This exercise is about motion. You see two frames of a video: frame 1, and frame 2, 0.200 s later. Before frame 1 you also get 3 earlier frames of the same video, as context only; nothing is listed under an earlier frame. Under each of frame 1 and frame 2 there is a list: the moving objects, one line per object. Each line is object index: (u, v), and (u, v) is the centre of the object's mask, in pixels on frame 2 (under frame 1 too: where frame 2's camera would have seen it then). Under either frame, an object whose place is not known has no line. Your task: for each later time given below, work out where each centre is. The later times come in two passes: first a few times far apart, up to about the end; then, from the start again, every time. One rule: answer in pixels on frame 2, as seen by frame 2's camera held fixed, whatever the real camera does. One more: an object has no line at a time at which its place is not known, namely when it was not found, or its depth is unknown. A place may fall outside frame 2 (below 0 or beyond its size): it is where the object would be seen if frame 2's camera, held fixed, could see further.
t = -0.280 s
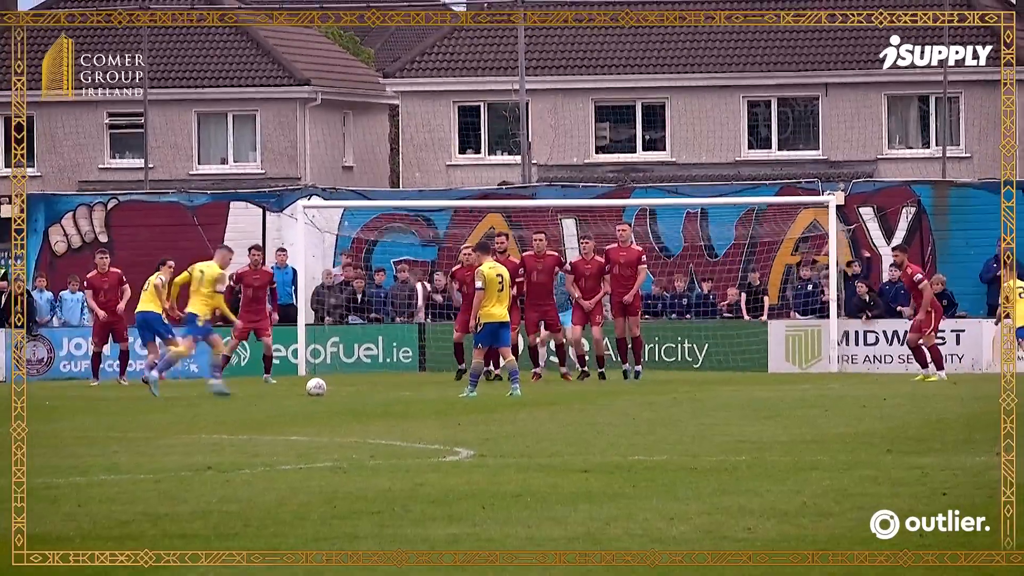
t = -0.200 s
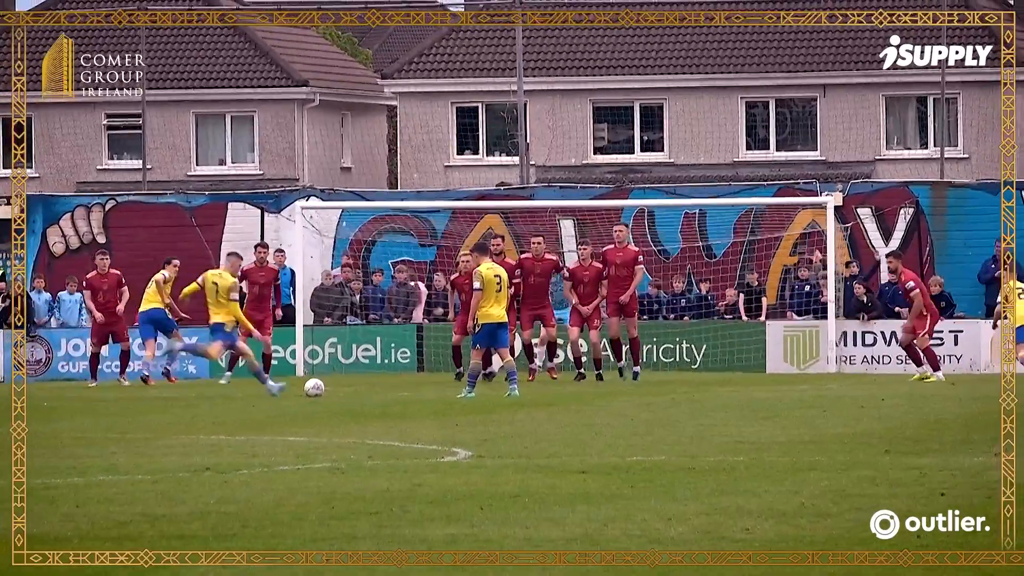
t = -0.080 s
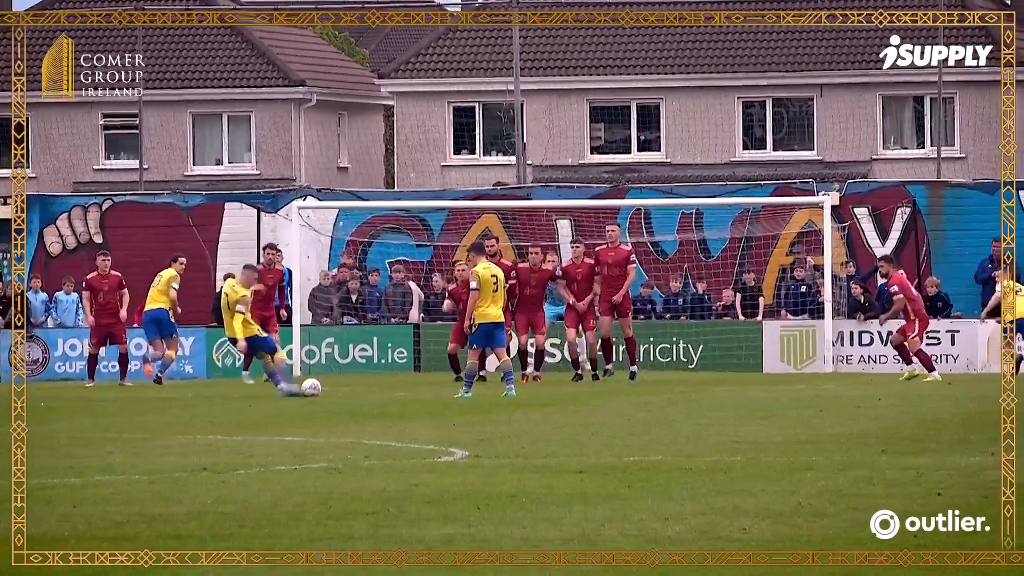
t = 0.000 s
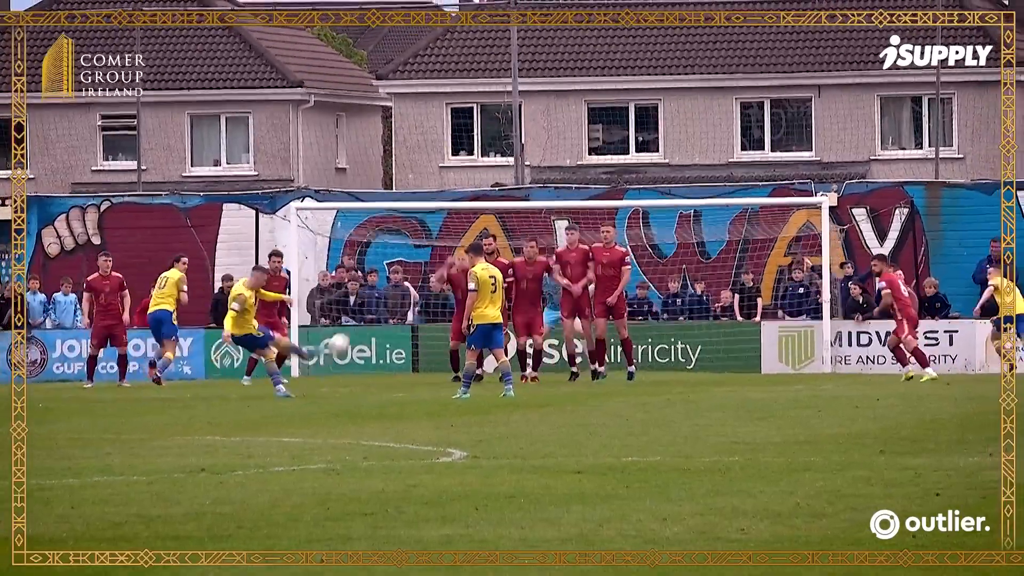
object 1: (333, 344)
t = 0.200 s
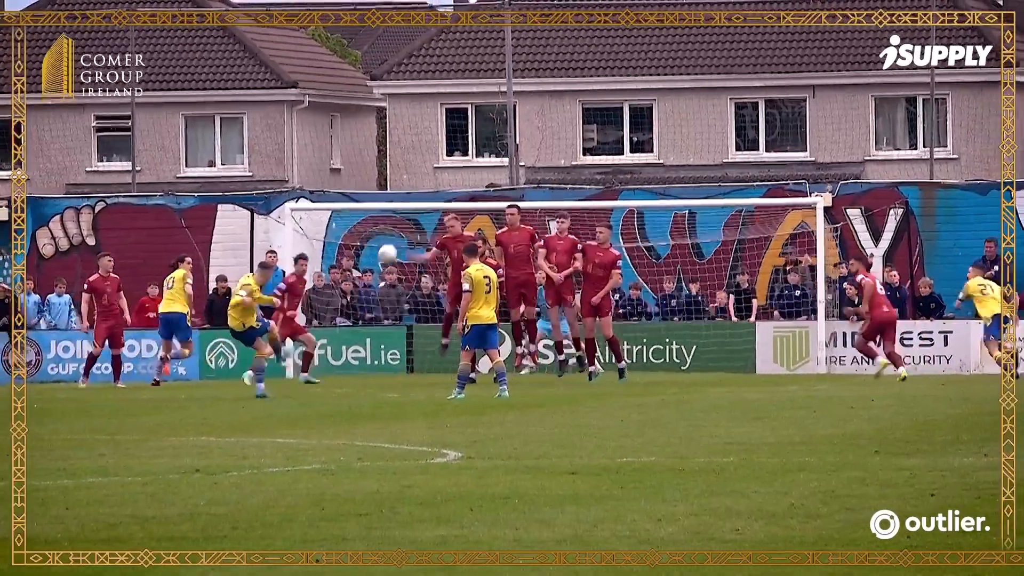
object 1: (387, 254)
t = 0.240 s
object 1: (393, 241)
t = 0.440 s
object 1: (409, 205)
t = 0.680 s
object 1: (401, 212)
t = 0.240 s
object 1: (393, 241)
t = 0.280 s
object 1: (399, 230)
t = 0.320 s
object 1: (402, 222)
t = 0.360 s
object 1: (405, 215)
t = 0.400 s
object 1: (408, 209)
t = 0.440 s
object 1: (409, 205)
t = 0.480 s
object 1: (410, 202)
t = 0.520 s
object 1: (409, 202)
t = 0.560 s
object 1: (408, 202)
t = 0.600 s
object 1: (406, 202)
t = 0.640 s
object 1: (403, 208)
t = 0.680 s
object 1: (401, 212)
